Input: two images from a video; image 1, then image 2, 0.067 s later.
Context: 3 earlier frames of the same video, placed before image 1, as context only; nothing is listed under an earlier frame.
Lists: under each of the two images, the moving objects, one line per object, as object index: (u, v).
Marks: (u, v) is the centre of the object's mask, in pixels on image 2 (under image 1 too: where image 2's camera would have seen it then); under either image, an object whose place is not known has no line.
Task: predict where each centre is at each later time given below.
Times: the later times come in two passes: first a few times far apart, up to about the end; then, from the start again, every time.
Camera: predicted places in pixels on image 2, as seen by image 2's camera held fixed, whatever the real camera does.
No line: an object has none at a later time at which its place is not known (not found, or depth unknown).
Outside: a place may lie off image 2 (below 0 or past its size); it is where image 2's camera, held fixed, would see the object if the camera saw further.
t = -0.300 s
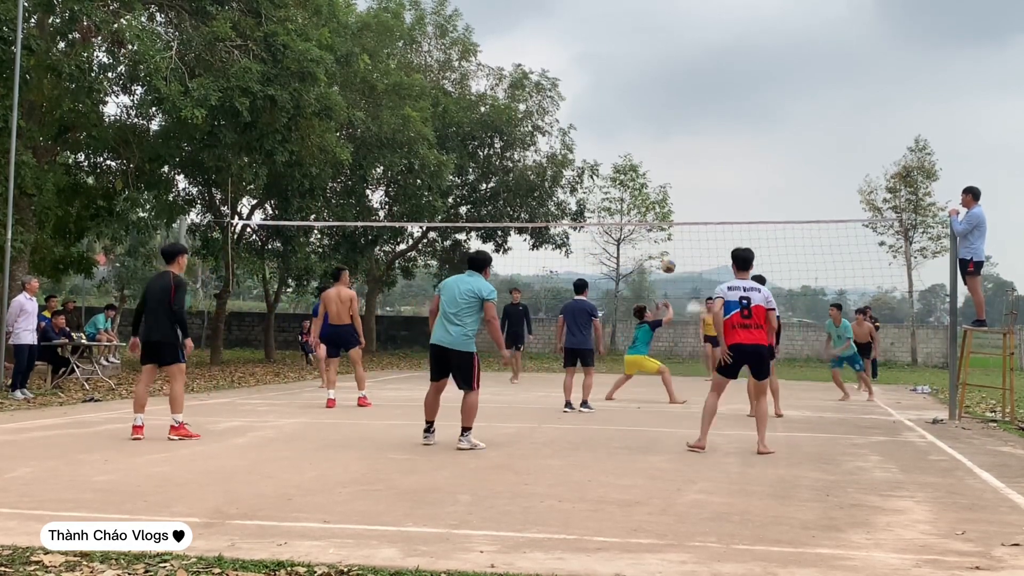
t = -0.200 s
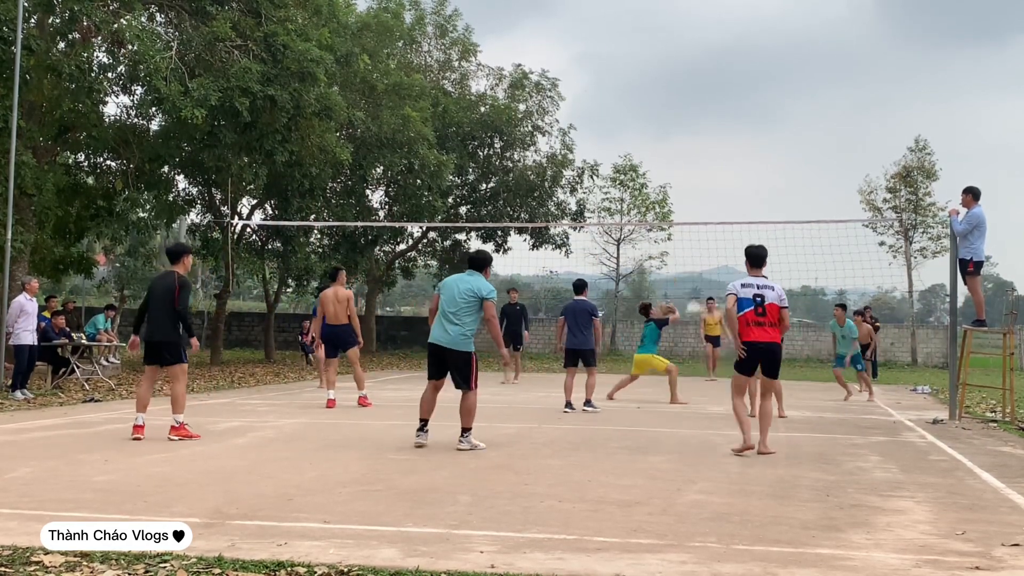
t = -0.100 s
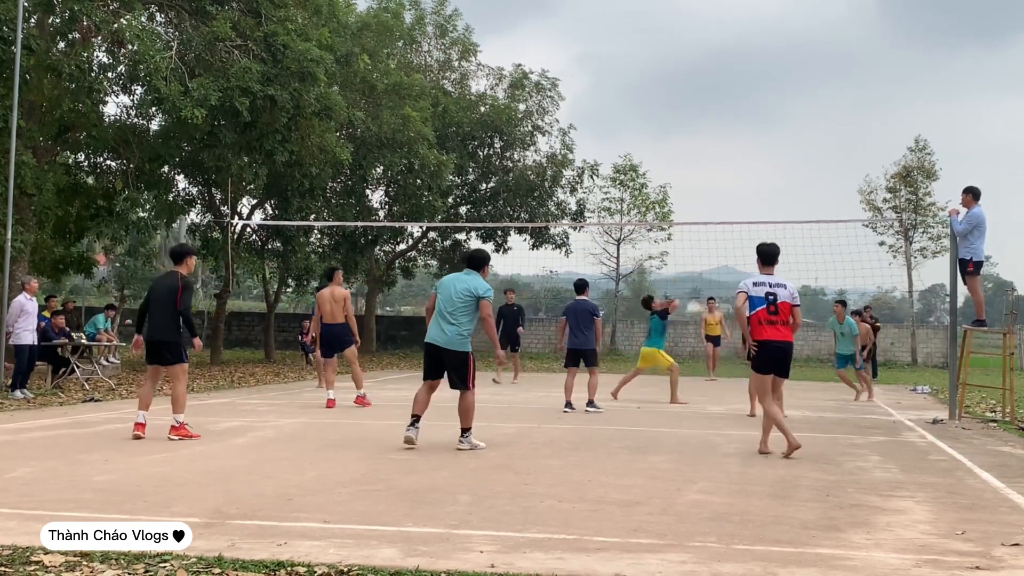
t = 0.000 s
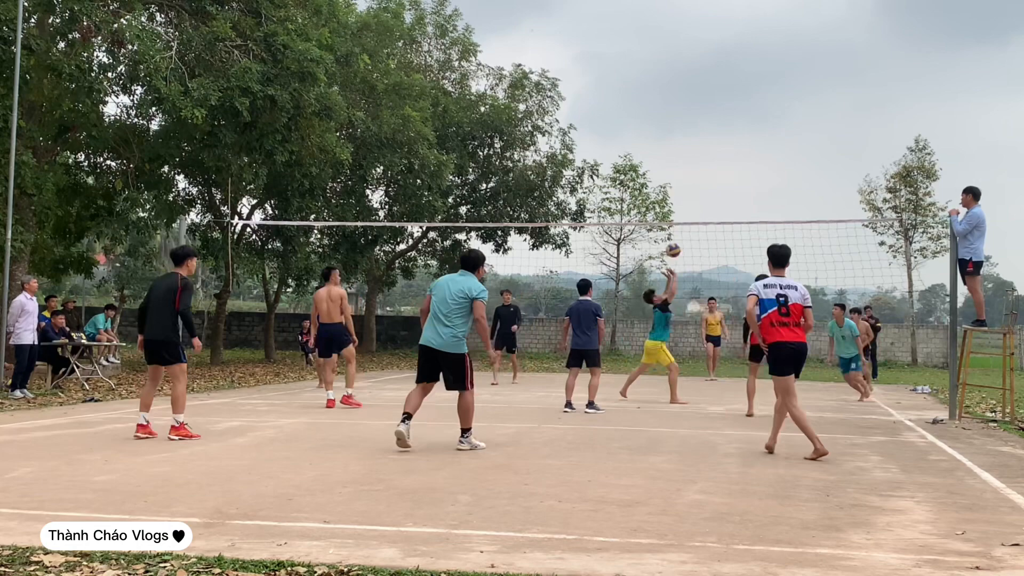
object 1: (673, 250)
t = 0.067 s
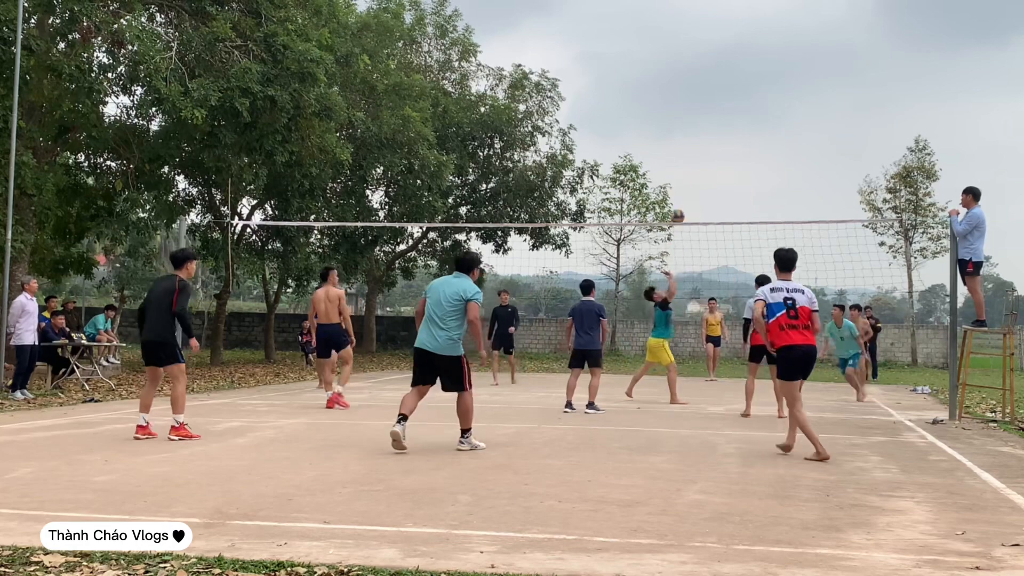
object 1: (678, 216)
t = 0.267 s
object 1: (689, 134)
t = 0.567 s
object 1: (706, 64)
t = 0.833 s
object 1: (721, 55)
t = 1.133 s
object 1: (736, 106)
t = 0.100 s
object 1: (679, 200)
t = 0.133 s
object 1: (681, 185)
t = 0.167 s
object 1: (683, 171)
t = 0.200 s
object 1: (685, 158)
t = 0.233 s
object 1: (687, 145)
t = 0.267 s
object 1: (689, 134)
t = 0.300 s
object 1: (690, 123)
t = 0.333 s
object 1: (692, 113)
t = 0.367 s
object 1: (694, 103)
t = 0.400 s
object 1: (696, 95)
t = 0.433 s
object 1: (698, 87)
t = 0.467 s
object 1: (700, 80)
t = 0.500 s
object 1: (702, 74)
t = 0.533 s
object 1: (704, 68)
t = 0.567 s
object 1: (706, 64)
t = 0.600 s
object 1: (708, 60)
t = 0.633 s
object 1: (710, 57)
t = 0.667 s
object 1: (712, 55)
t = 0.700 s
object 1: (714, 53)
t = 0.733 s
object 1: (716, 53)
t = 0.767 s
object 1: (717, 53)
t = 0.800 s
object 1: (719, 54)
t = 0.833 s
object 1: (721, 55)
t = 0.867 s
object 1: (723, 58)
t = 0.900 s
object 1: (724, 61)
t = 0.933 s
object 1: (726, 65)
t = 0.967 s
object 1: (728, 70)
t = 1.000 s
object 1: (729, 76)
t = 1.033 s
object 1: (731, 82)
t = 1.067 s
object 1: (733, 89)
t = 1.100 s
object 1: (735, 97)
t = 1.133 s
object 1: (736, 106)
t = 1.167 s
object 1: (738, 116)
